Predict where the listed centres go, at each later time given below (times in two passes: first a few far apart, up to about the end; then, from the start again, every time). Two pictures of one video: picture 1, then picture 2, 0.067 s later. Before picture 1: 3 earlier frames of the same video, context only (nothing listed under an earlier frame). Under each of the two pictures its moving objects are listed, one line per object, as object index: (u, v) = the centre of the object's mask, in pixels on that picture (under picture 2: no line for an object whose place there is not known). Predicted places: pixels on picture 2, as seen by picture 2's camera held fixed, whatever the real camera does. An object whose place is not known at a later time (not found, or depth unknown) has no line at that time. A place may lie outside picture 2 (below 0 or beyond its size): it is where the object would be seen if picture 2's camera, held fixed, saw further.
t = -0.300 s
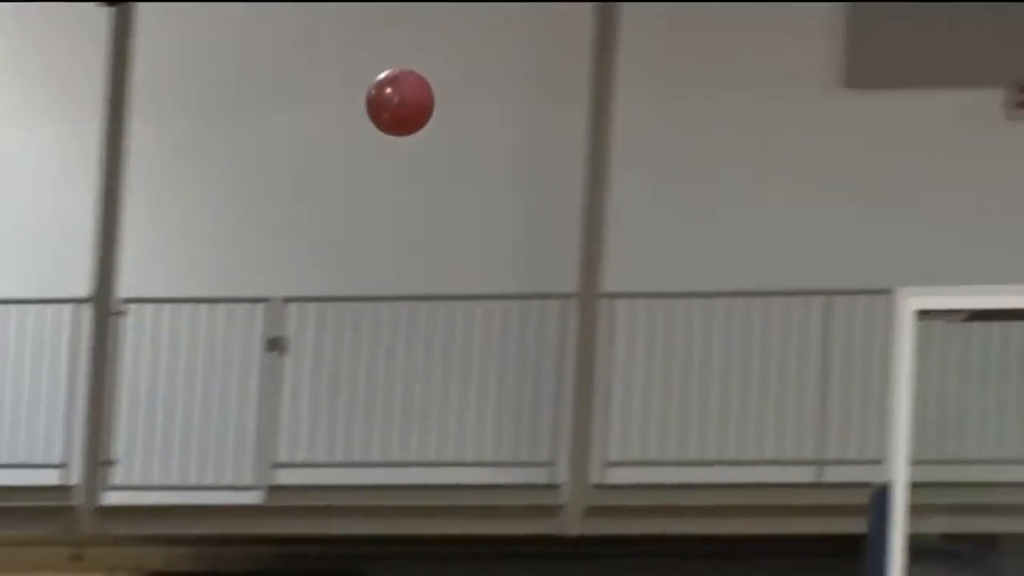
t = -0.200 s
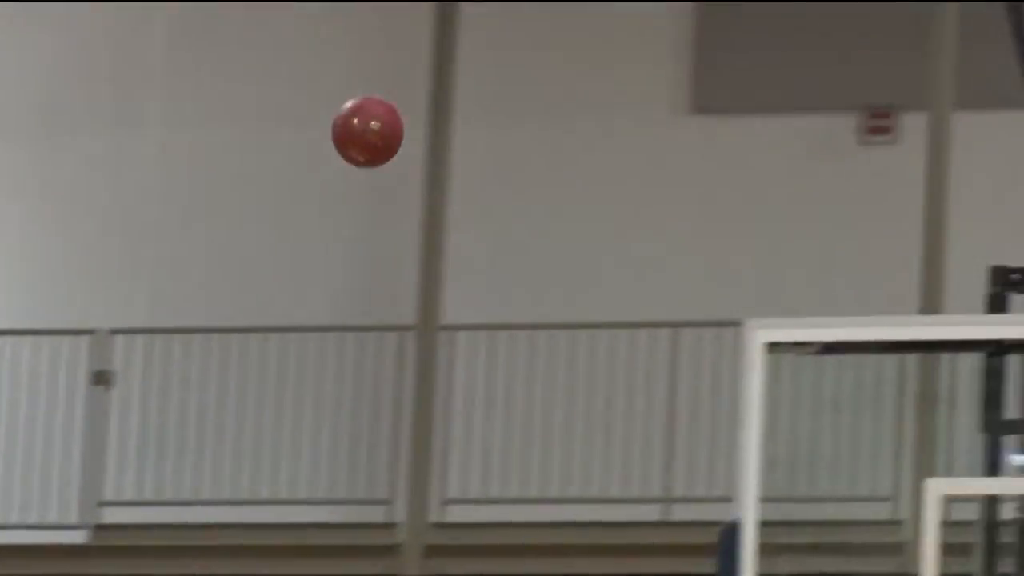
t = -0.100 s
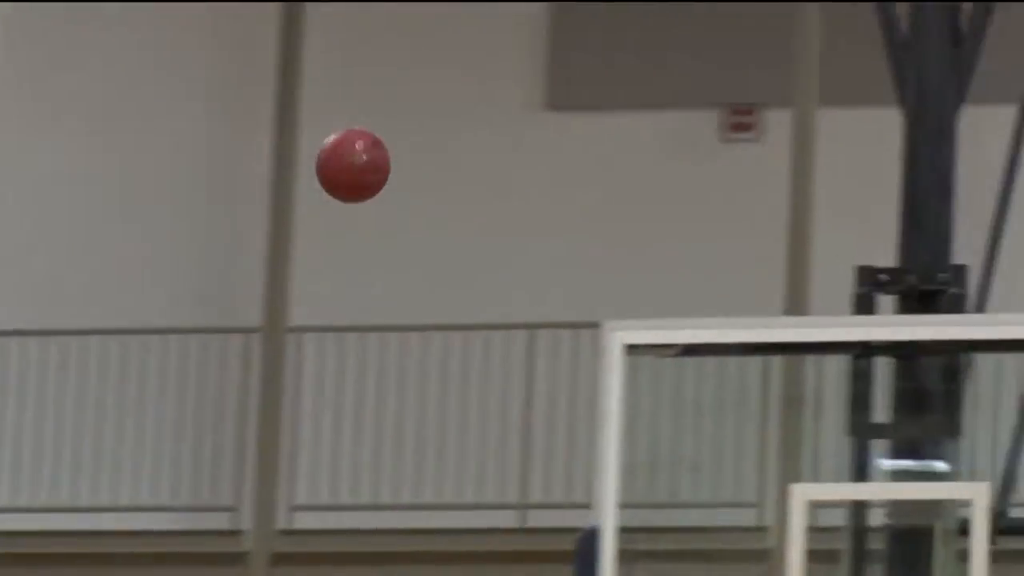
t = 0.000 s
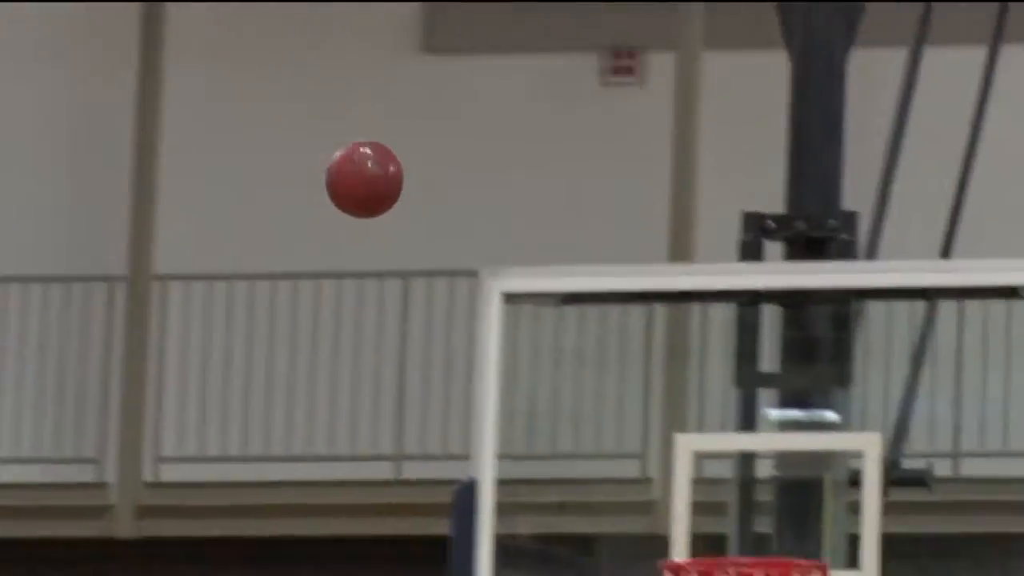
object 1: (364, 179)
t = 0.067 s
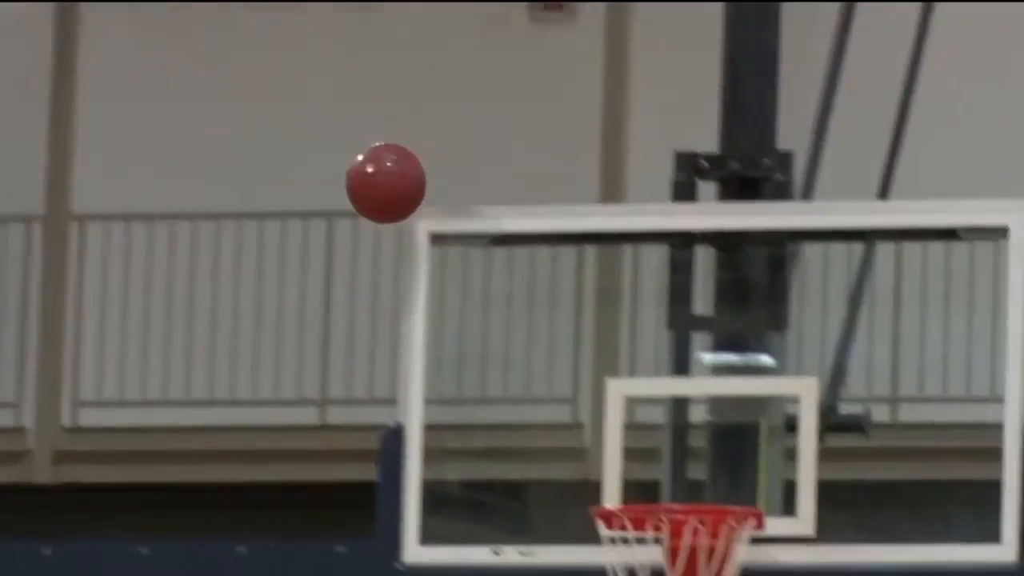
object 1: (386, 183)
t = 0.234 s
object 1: (631, 416)
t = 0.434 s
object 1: (633, 478)
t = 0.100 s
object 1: (435, 223)
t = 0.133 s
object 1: (484, 264)
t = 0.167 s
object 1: (533, 309)
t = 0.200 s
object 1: (581, 360)
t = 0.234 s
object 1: (631, 416)
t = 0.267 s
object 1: (684, 472)
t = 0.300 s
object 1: (704, 486)
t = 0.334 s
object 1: (704, 505)
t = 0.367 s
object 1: (670, 486)
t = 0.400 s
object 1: (634, 484)
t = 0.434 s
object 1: (633, 478)
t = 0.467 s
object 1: (633, 475)
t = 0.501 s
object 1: (636, 470)
